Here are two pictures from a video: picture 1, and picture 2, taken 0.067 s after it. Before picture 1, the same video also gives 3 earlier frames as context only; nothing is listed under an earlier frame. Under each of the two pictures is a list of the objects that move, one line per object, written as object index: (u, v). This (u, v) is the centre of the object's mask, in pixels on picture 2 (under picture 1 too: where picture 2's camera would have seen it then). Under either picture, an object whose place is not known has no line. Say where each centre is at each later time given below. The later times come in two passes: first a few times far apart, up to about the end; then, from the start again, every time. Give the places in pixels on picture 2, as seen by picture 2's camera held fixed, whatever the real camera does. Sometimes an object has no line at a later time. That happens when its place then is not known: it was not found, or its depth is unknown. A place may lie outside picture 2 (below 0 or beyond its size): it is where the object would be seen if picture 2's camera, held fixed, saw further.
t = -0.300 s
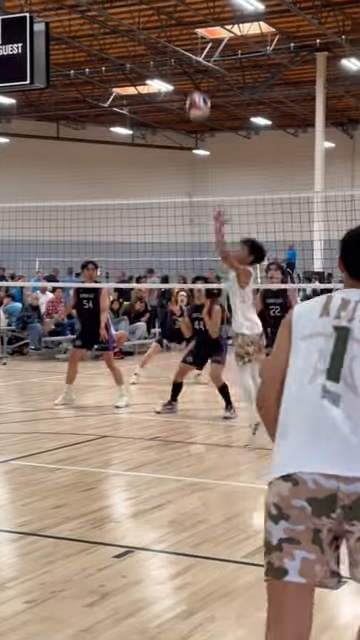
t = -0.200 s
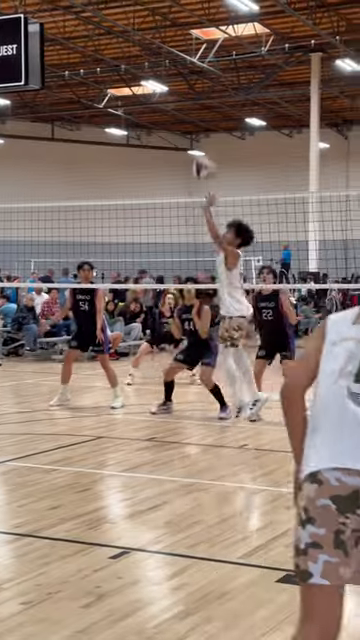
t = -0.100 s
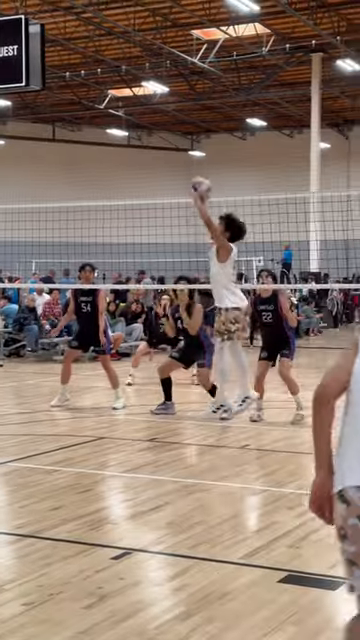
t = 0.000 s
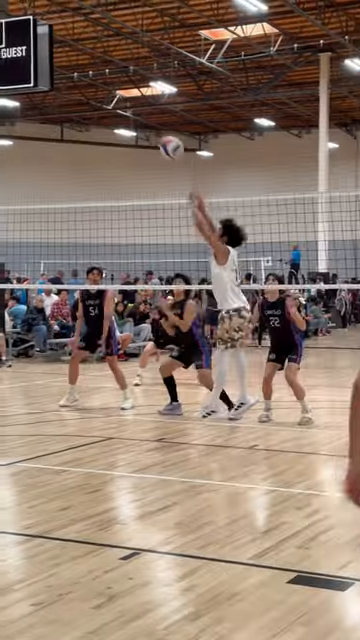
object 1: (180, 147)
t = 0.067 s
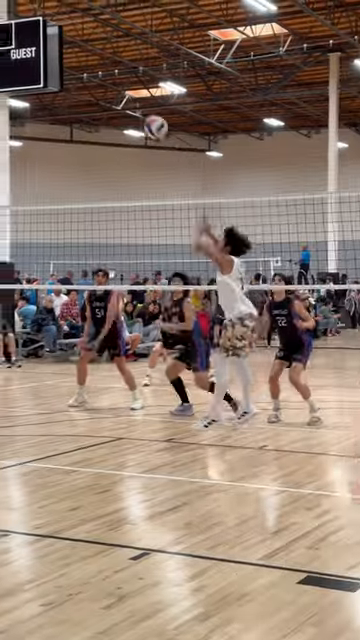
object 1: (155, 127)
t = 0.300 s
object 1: (79, 98)
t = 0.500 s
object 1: (21, 117)
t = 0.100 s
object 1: (144, 119)
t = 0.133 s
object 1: (132, 112)
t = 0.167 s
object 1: (121, 107)
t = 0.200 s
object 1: (110, 103)
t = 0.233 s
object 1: (99, 100)
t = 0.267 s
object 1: (89, 98)
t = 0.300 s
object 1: (79, 98)
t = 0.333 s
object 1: (69, 99)
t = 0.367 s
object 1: (59, 100)
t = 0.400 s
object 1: (50, 103)
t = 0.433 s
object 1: (40, 107)
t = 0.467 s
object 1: (32, 111)
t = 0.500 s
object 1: (21, 117)
